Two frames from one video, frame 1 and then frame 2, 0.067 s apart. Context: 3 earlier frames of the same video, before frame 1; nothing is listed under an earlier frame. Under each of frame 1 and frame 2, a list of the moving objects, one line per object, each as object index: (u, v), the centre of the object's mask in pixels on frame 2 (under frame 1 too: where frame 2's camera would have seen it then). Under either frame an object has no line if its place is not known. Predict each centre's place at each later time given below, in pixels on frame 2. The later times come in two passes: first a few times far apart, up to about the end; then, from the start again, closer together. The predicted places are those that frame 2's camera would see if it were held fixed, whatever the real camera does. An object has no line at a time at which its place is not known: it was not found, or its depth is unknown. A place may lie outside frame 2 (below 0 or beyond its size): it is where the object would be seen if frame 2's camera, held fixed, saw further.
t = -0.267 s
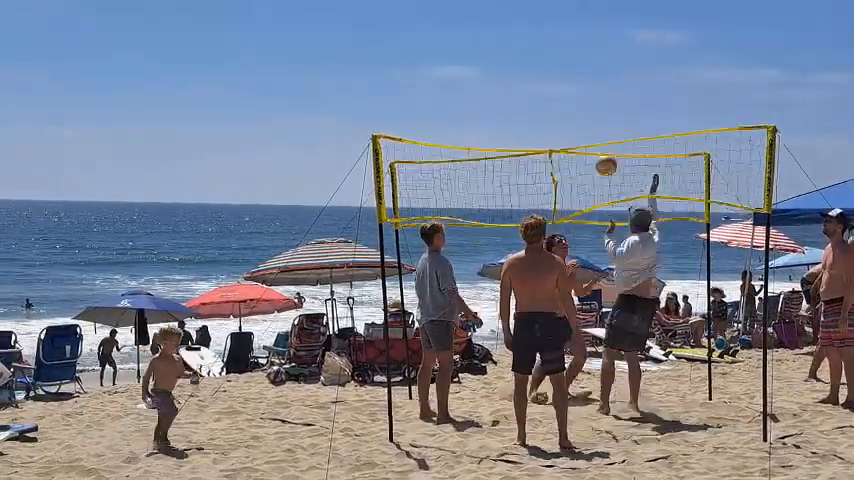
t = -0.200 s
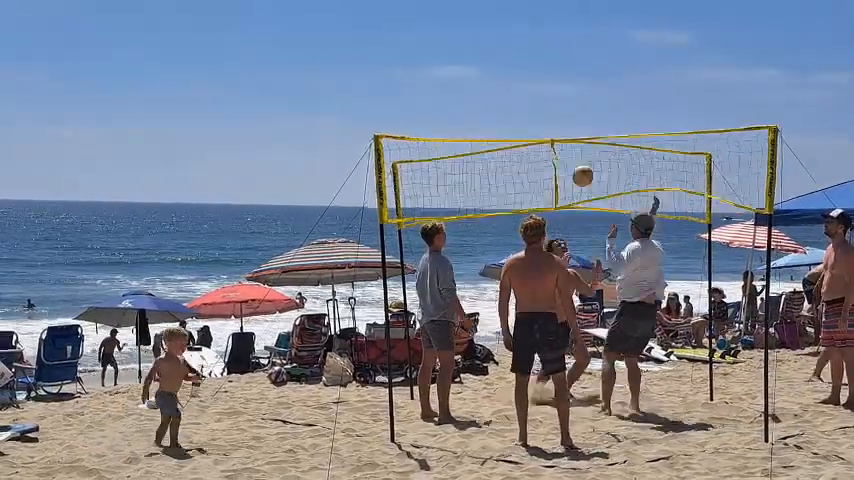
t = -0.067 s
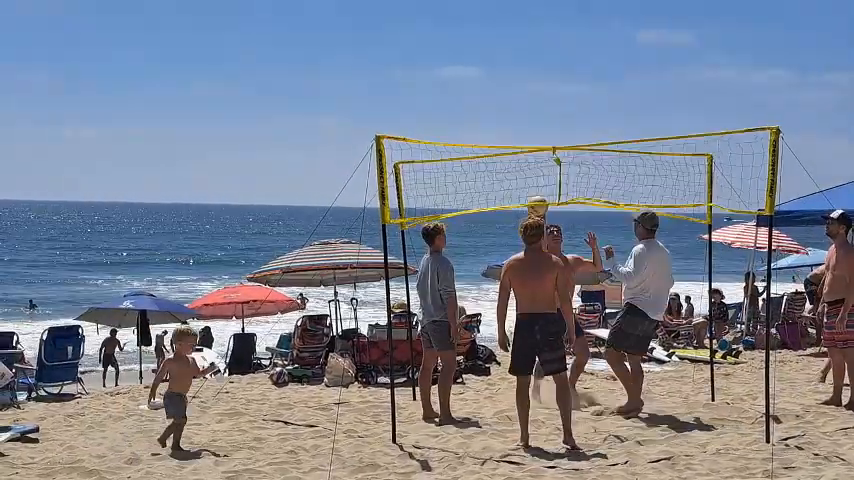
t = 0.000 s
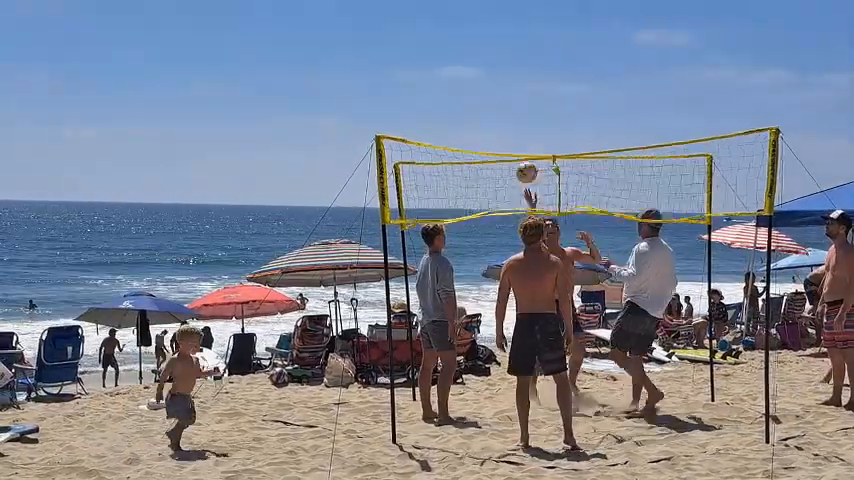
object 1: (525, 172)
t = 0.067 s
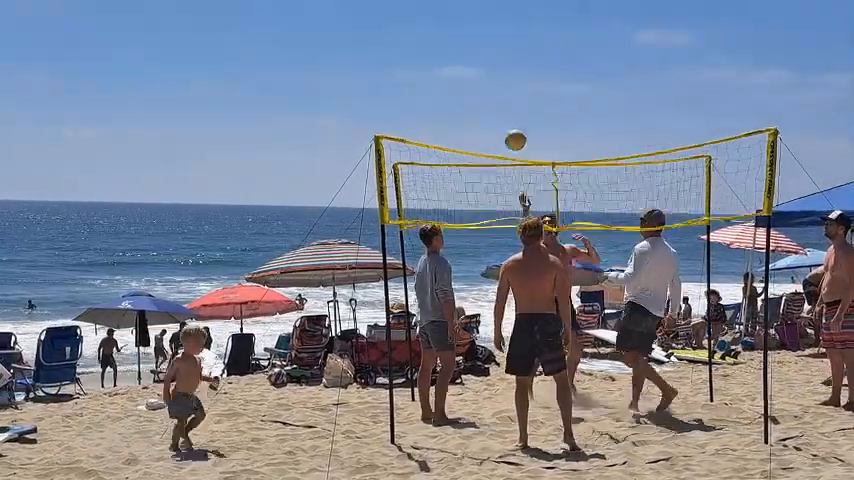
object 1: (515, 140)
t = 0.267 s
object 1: (482, 66)
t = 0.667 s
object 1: (414, 39)
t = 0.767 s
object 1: (397, 59)
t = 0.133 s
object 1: (504, 111)
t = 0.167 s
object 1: (499, 98)
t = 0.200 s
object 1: (493, 87)
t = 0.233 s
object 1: (488, 76)
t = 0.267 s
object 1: (482, 66)
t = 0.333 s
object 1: (472, 50)
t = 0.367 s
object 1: (466, 44)
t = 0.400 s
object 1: (460, 39)
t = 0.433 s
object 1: (455, 35)
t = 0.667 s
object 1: (414, 39)
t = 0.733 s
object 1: (402, 51)
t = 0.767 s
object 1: (397, 59)
